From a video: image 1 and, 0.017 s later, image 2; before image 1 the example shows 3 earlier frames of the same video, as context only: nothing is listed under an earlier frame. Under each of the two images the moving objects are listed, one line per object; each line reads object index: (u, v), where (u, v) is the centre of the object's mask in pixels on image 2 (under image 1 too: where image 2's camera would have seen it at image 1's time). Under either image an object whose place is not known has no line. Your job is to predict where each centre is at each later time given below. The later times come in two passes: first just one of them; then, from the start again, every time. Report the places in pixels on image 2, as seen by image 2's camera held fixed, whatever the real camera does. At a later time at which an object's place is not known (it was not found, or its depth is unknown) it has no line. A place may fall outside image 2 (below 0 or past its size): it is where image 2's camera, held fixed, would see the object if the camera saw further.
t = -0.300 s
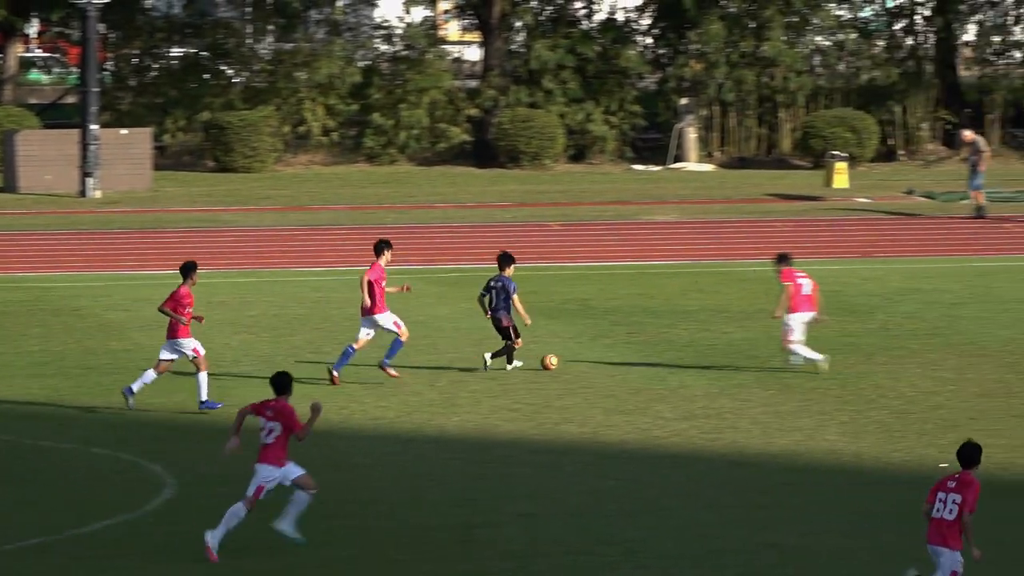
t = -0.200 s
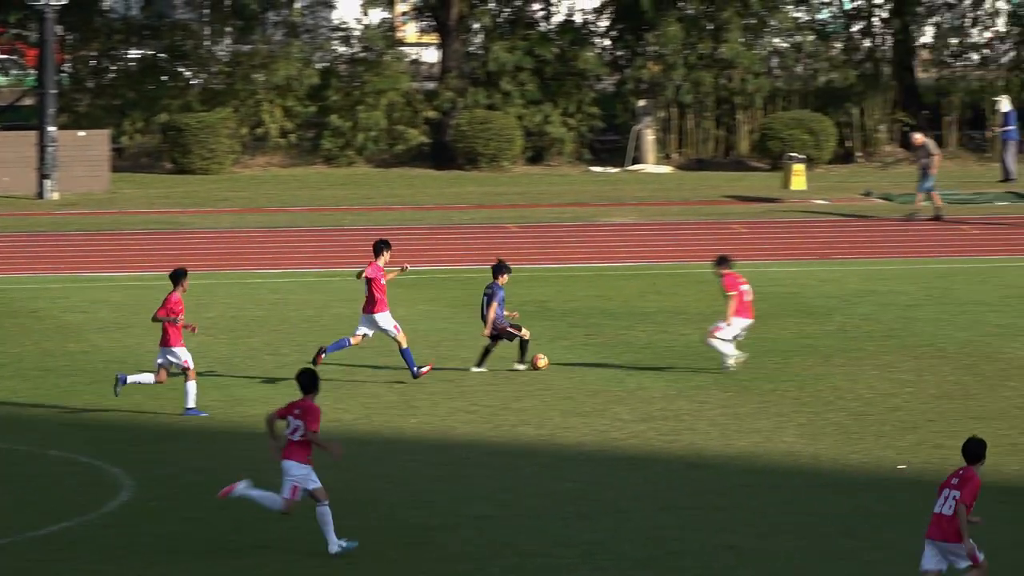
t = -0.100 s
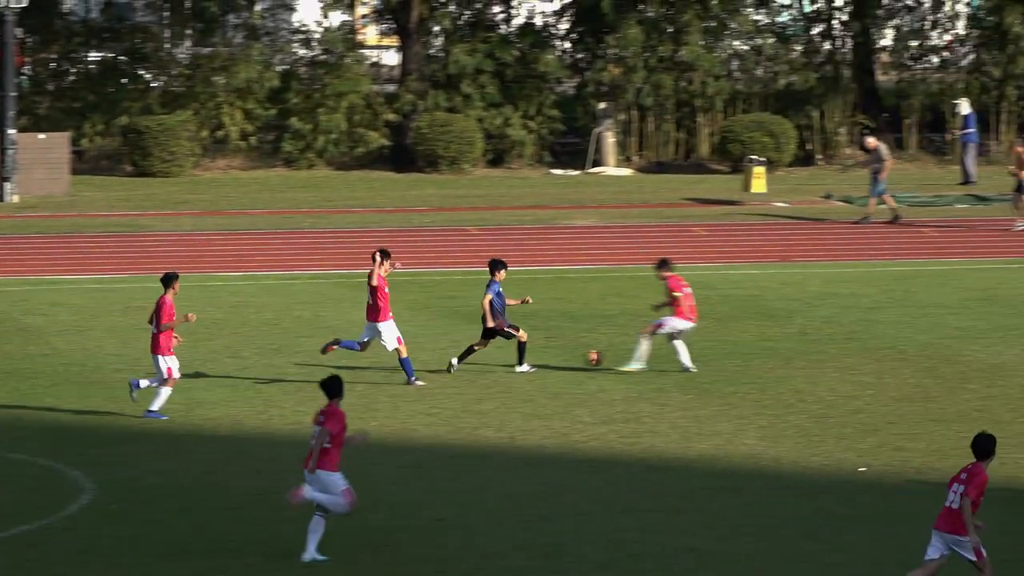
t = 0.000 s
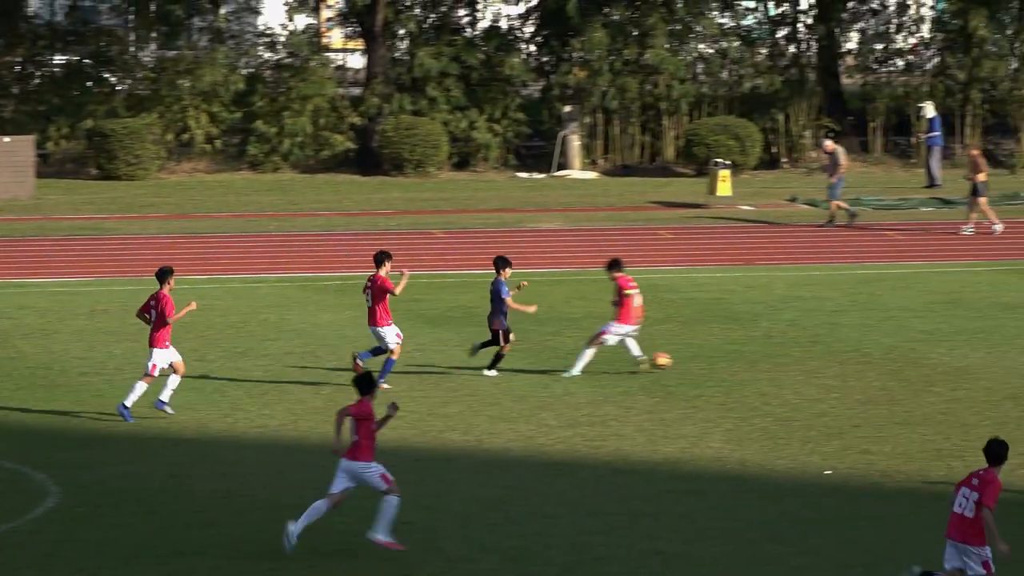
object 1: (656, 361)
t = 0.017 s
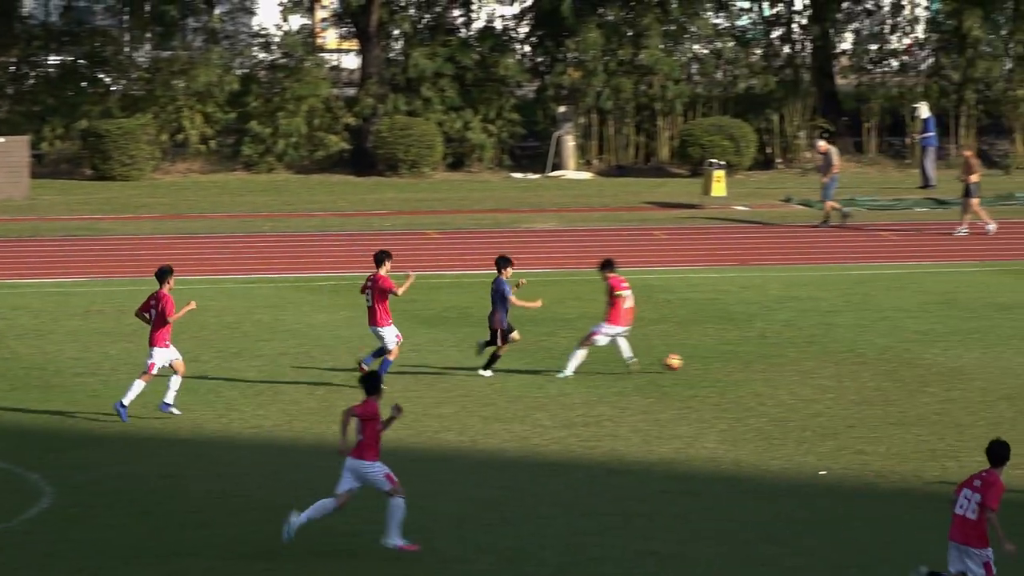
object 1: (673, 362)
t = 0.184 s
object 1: (816, 359)
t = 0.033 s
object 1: (689, 363)
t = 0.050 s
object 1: (705, 364)
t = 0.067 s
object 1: (722, 365)
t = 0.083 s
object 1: (736, 365)
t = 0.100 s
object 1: (750, 364)
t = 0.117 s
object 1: (763, 362)
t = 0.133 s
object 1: (776, 361)
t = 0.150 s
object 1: (789, 360)
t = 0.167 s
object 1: (803, 359)
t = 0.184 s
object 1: (816, 359)
